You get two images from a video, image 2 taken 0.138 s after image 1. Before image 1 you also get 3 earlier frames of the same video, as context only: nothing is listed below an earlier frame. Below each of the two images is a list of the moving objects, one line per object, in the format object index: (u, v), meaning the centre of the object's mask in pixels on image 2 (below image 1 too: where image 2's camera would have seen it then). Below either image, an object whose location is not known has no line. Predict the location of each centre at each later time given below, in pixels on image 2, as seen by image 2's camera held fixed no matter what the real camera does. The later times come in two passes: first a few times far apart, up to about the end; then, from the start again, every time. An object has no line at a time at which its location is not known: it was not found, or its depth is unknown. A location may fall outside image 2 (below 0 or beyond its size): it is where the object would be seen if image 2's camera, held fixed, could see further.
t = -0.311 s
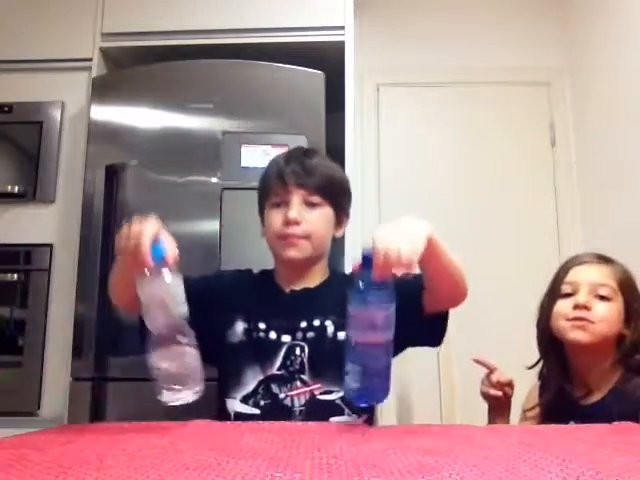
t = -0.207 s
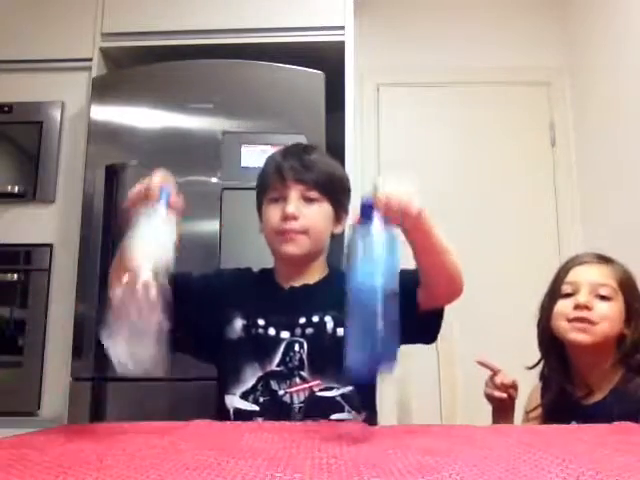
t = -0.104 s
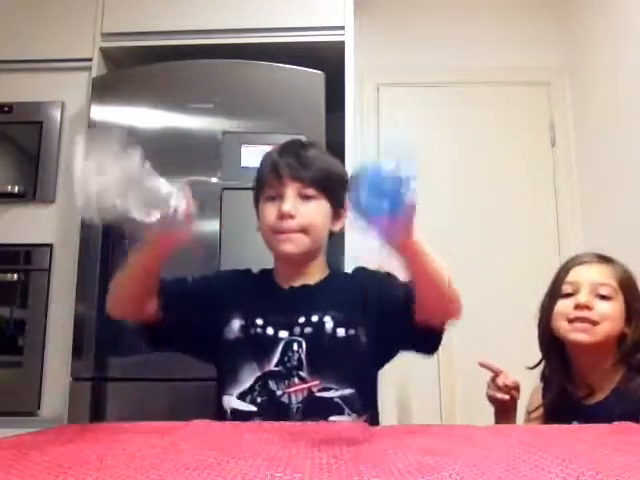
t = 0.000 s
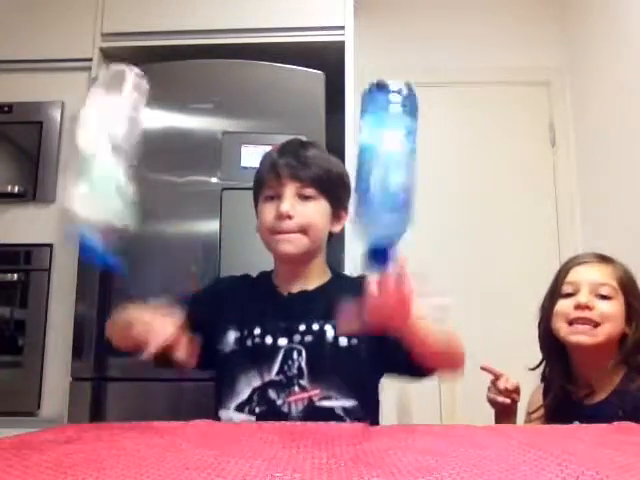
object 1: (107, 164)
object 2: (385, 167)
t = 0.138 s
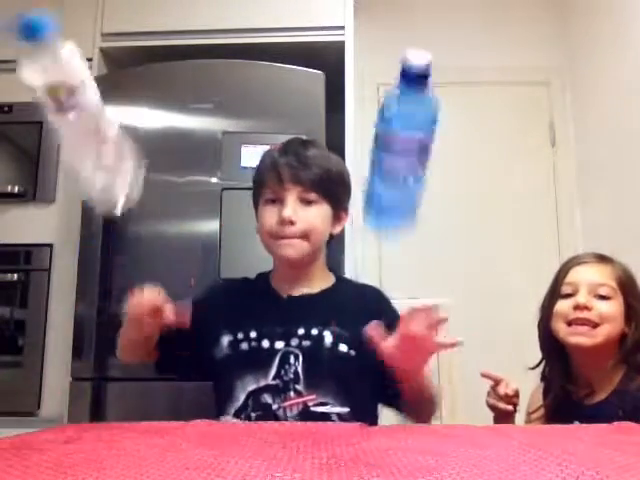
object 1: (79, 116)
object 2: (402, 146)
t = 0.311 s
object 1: (74, 356)
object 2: (401, 383)
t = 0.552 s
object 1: (84, 367)
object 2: (406, 414)
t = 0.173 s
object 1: (84, 149)
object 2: (401, 182)
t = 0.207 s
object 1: (83, 192)
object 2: (402, 225)
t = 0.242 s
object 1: (84, 247)
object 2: (400, 283)
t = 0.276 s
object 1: (78, 319)
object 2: (401, 346)
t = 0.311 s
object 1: (74, 356)
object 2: (401, 383)
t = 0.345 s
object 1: (76, 357)
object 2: (404, 414)
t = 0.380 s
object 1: (77, 357)
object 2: (404, 413)
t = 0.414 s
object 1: (78, 358)
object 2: (405, 414)
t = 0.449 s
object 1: (79, 359)
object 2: (406, 414)
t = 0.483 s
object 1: (82, 361)
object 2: (406, 414)
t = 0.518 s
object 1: (83, 364)
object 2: (406, 414)
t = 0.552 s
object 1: (84, 367)
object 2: (406, 414)
